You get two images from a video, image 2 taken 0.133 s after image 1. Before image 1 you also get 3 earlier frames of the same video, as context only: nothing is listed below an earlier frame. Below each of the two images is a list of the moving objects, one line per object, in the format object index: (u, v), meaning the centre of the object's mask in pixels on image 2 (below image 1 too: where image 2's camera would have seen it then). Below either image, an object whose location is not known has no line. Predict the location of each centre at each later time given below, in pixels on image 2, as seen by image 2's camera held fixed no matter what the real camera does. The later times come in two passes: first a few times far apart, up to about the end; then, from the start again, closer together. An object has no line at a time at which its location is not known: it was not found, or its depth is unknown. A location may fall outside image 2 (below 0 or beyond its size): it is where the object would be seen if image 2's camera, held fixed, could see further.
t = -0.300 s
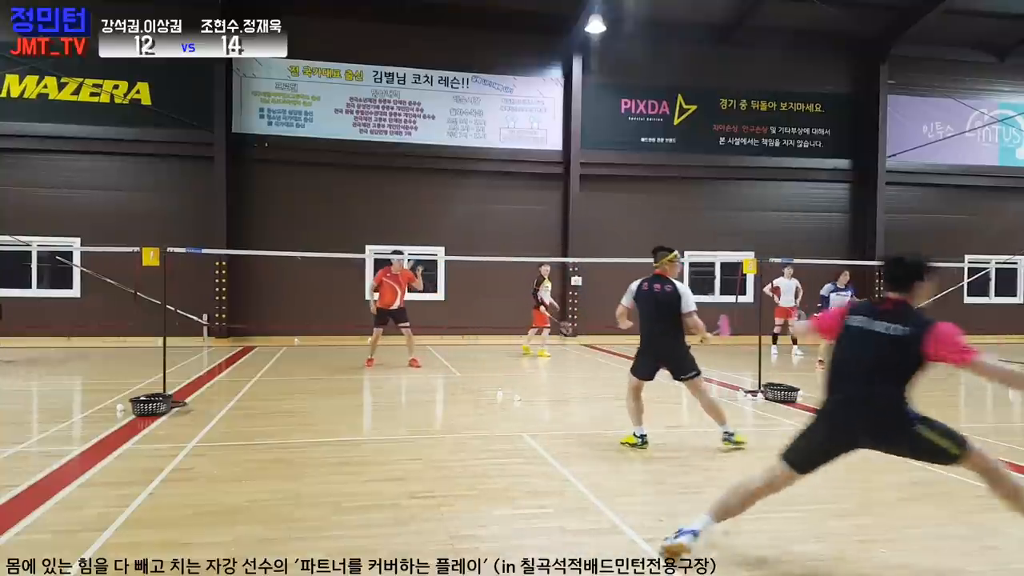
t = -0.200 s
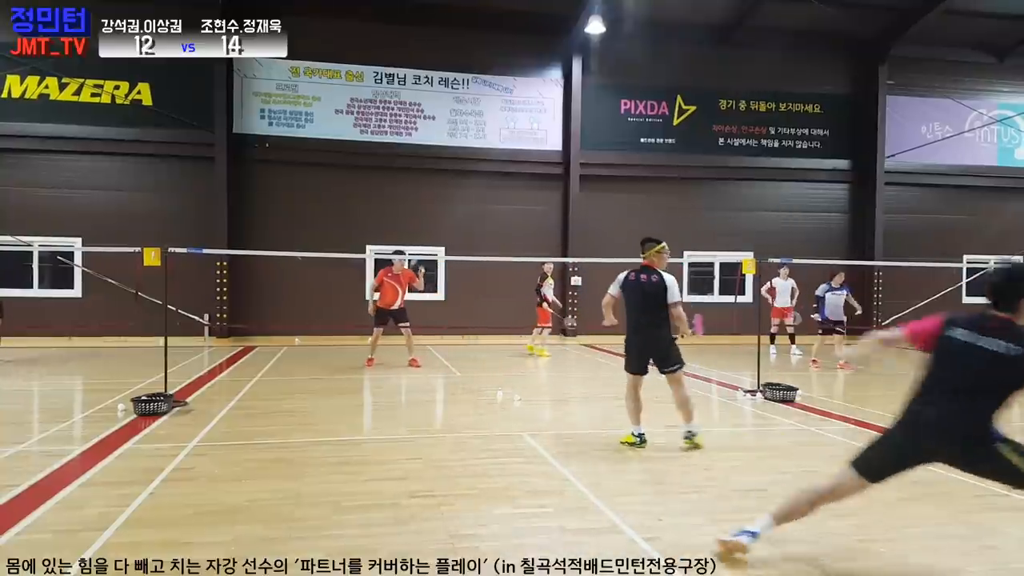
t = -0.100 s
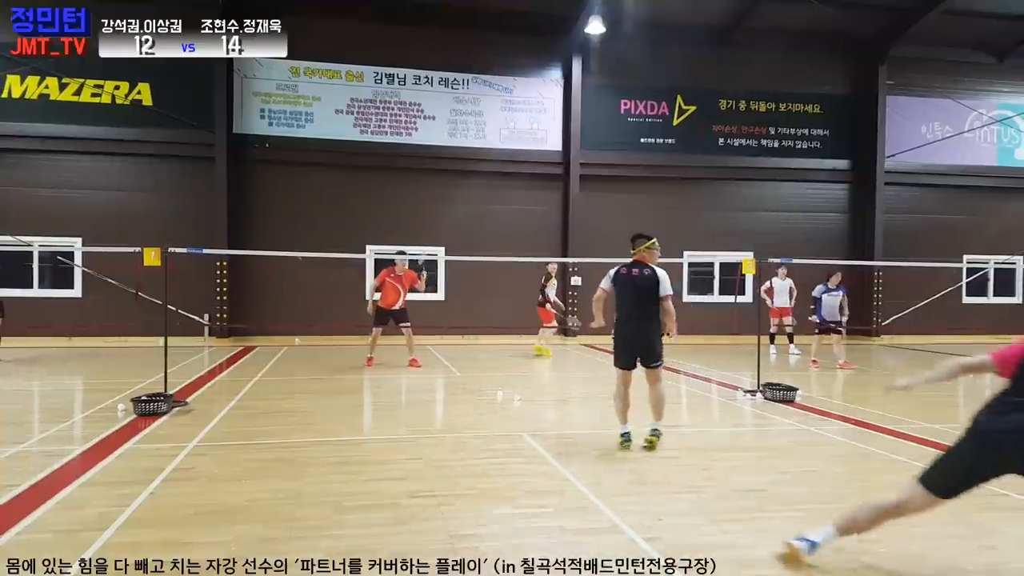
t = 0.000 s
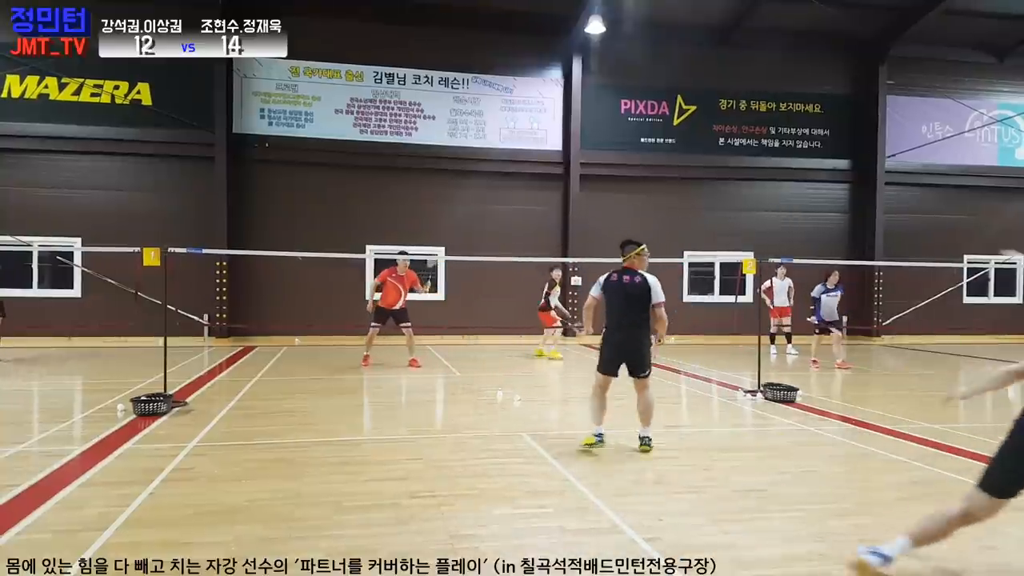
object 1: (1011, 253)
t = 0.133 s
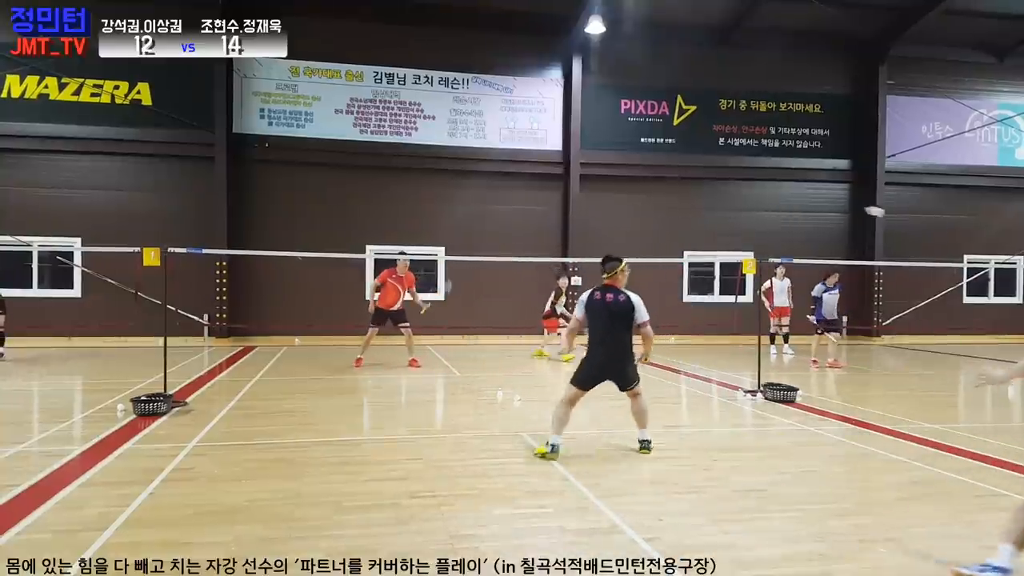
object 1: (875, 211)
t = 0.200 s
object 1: (832, 204)
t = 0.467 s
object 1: (739, 221)
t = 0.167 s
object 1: (852, 207)
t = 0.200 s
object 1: (832, 204)
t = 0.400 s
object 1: (758, 212)
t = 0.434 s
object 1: (748, 216)
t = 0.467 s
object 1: (739, 221)
